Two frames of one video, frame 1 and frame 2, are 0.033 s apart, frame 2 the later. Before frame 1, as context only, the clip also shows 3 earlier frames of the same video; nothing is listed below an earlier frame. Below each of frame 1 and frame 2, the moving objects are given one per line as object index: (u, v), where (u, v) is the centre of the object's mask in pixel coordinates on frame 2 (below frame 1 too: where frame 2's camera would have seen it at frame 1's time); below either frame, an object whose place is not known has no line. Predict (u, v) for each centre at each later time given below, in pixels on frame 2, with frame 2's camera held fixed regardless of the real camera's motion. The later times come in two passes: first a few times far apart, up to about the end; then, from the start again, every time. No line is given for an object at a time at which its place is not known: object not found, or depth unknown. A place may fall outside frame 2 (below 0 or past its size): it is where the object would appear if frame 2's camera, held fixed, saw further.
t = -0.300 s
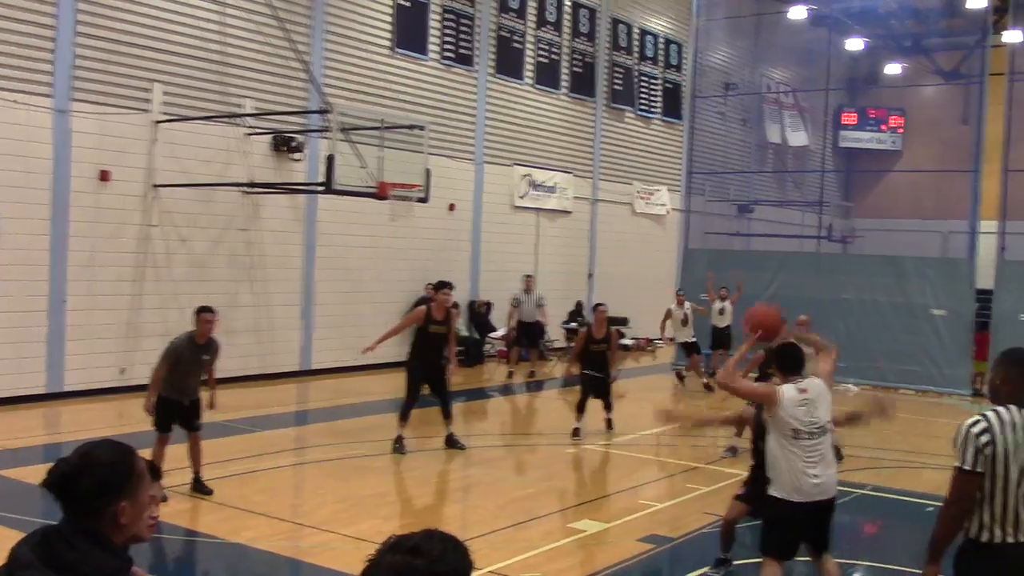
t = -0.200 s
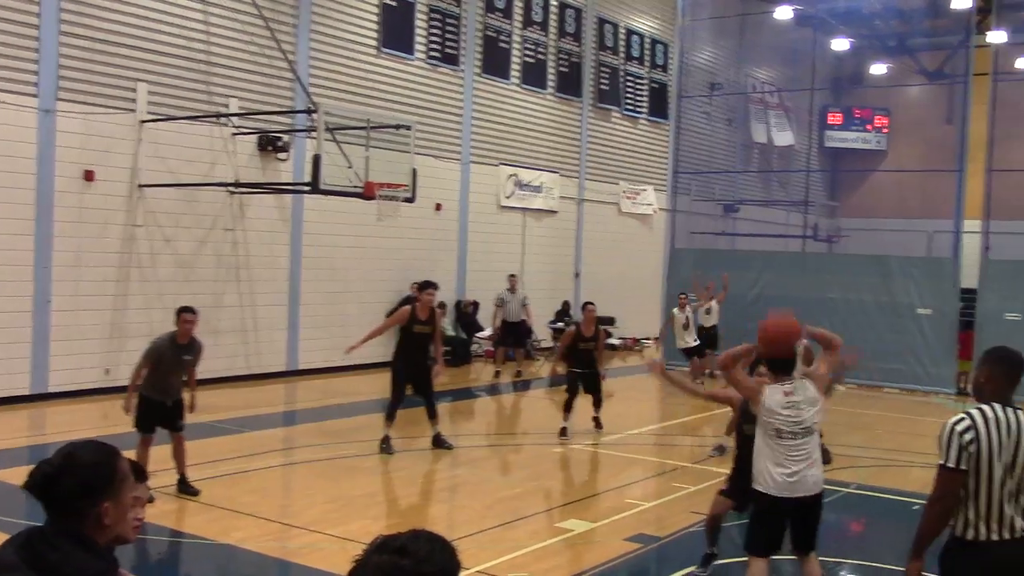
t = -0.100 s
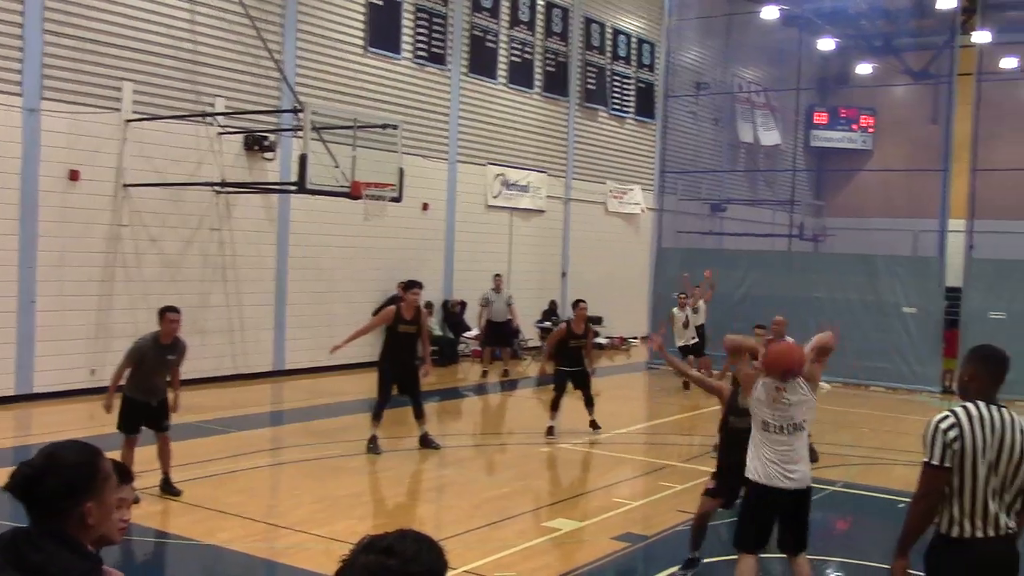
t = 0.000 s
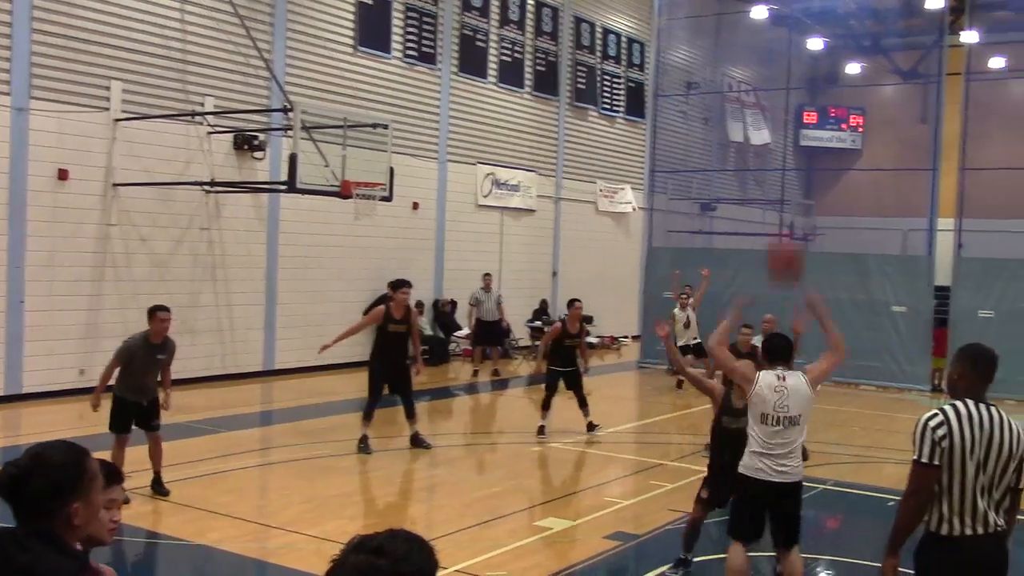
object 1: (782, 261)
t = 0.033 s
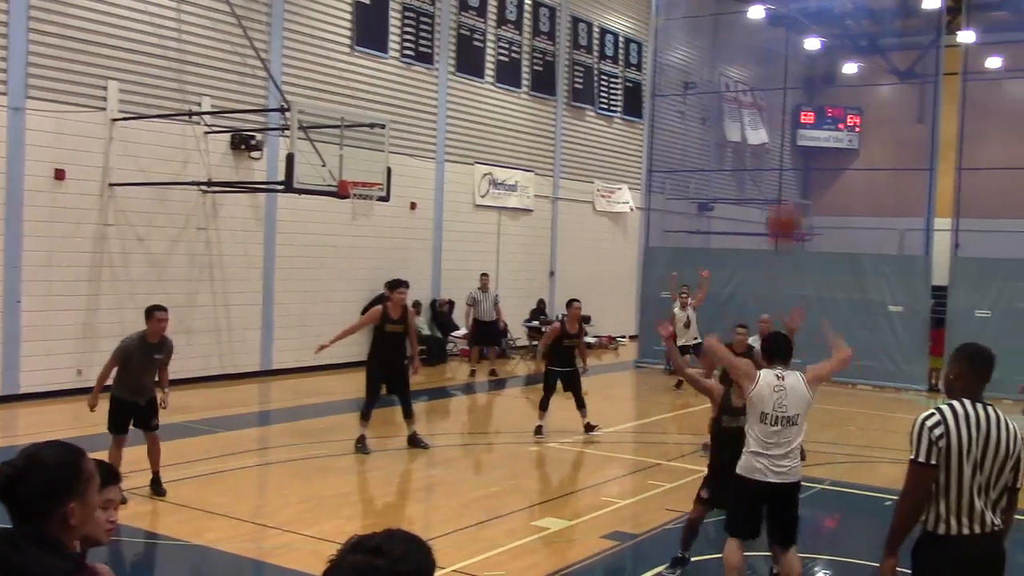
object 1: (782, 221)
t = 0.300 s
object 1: (789, 77)
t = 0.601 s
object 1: (790, 56)
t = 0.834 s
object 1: (789, 95)
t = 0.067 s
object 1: (784, 195)
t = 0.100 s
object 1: (786, 167)
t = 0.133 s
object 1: (786, 146)
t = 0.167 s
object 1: (787, 128)
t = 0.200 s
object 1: (787, 113)
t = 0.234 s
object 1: (788, 99)
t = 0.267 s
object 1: (789, 85)
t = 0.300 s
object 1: (789, 77)
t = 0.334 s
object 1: (789, 69)
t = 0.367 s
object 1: (789, 62)
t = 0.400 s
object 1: (790, 57)
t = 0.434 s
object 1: (790, 54)
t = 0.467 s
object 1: (790, 52)
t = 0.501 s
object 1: (790, 52)
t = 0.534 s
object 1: (790, 52)
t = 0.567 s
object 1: (790, 53)
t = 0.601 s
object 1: (790, 56)
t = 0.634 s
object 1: (790, 59)
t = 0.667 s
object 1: (790, 63)
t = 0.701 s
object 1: (790, 68)
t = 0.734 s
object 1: (790, 74)
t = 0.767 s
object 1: (790, 80)
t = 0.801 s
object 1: (789, 87)
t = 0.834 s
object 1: (789, 95)
